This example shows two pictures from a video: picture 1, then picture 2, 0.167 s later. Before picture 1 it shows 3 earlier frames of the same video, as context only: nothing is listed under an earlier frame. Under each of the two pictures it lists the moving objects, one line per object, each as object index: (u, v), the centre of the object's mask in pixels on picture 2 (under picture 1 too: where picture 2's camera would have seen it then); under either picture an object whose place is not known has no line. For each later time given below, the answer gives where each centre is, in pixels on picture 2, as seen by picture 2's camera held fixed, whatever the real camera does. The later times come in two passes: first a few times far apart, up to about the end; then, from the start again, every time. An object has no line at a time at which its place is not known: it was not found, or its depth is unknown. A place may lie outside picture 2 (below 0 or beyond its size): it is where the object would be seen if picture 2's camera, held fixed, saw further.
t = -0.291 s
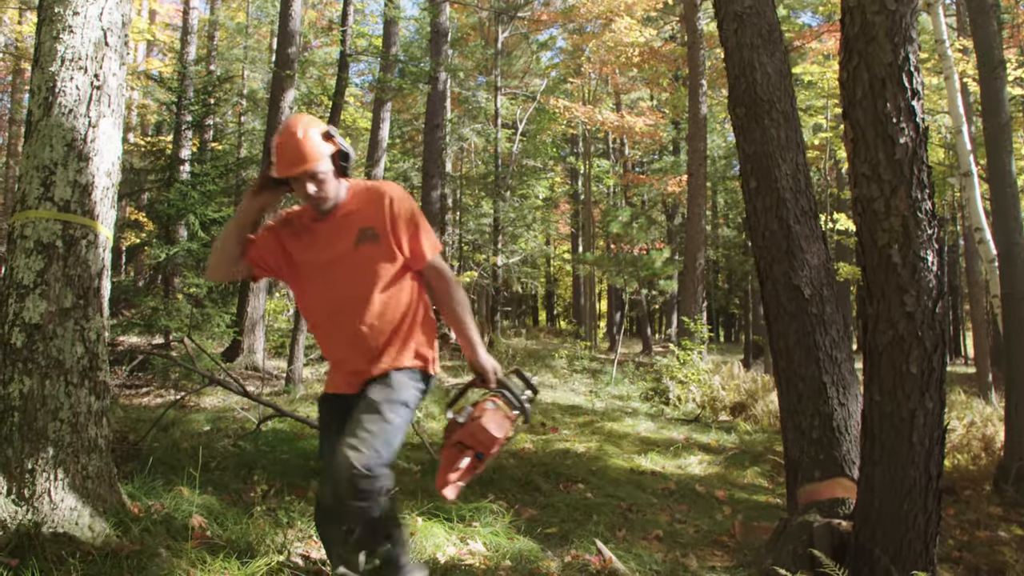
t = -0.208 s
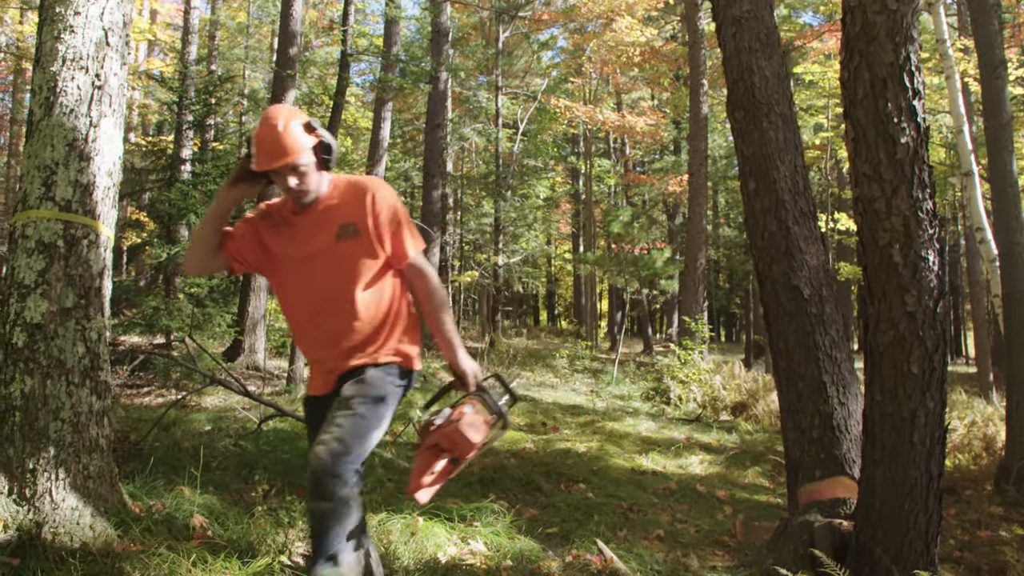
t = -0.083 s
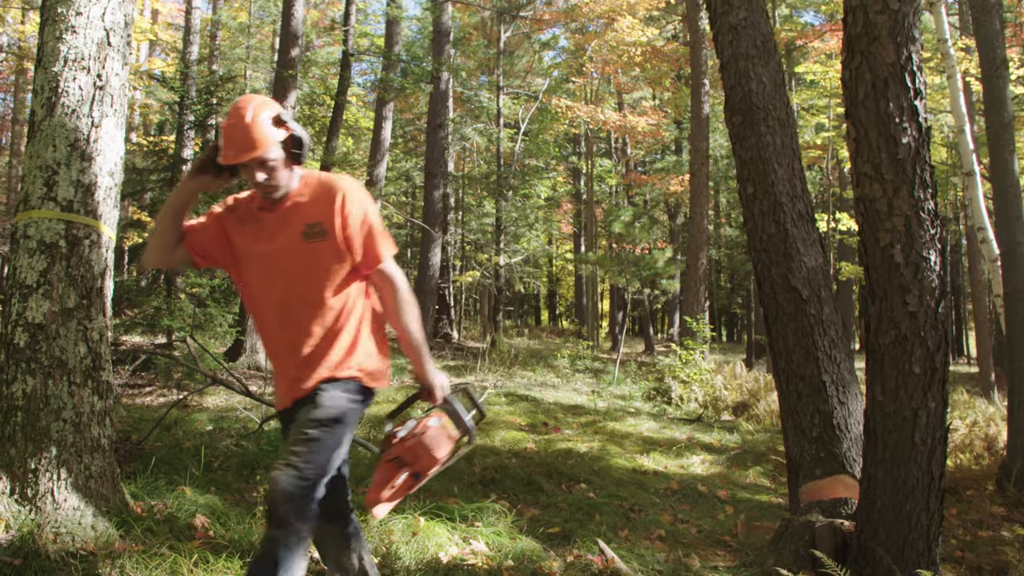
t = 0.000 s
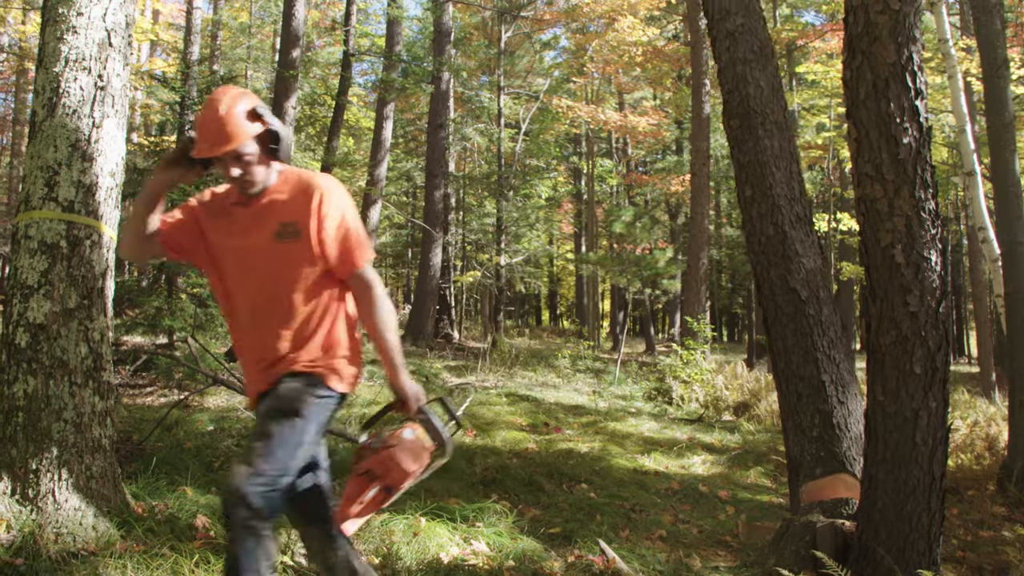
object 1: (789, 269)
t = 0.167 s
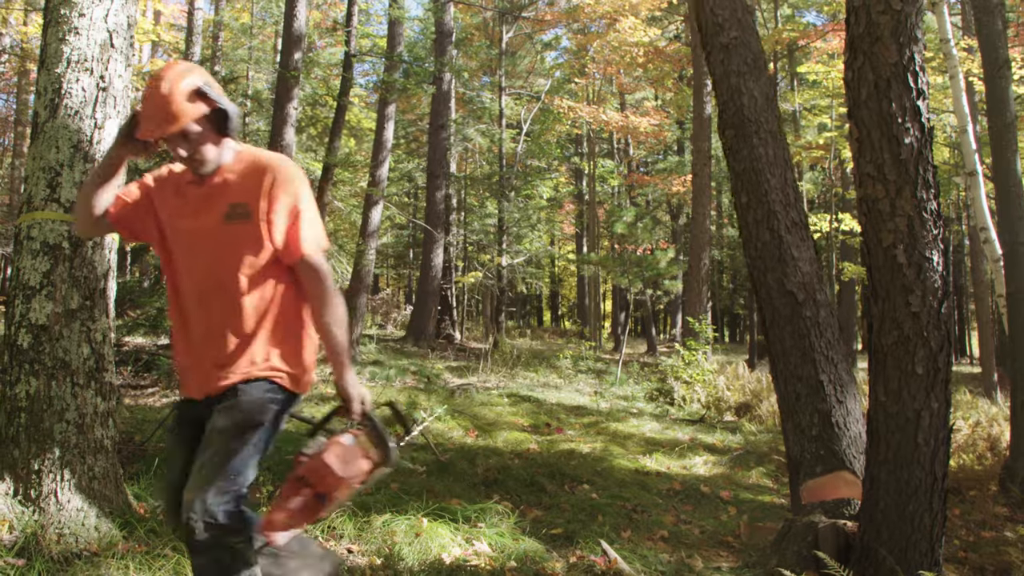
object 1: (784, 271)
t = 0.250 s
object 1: (782, 273)
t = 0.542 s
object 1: (771, 276)
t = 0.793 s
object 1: (762, 277)
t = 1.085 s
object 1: (748, 291)
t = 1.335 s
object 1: (734, 294)
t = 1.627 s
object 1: (717, 298)
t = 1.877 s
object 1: (713, 330)
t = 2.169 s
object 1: (705, 379)
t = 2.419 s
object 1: (706, 430)
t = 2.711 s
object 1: (693, 451)
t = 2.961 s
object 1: (692, 451)
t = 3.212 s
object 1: (694, 451)
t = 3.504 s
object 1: (697, 453)
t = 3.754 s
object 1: (697, 453)
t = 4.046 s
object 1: (697, 453)
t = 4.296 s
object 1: (697, 452)
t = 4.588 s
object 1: (696, 452)
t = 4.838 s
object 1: (696, 452)
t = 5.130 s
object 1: (695, 451)
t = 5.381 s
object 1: (691, 450)
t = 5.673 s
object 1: (692, 450)
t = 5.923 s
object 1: (691, 449)
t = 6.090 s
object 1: (690, 449)
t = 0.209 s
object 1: (783, 272)
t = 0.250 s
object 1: (782, 273)
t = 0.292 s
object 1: (780, 273)
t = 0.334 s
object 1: (779, 273)
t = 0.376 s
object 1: (778, 274)
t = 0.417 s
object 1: (776, 275)
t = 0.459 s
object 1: (774, 275)
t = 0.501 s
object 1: (773, 275)
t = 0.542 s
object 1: (771, 276)
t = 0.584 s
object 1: (770, 277)
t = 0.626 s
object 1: (769, 277)
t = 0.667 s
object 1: (768, 278)
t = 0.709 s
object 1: (766, 278)
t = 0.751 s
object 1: (764, 278)
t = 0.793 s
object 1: (762, 277)
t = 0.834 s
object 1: (760, 277)
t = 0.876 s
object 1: (757, 276)
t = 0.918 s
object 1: (756, 280)
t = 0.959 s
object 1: (753, 281)
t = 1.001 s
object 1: (752, 287)
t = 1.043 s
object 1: (750, 289)
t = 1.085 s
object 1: (748, 291)
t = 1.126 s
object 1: (746, 291)
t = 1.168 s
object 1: (744, 292)
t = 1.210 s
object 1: (742, 292)
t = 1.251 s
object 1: (740, 294)
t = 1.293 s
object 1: (737, 294)
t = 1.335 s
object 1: (734, 294)
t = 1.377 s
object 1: (731, 295)
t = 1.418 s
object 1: (728, 295)
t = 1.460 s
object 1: (726, 296)
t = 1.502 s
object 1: (724, 296)
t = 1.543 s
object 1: (723, 298)
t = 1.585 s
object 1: (720, 298)
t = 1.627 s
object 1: (717, 298)
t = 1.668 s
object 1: (714, 299)
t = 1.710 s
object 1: (710, 300)
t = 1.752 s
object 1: (709, 305)
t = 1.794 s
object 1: (705, 304)
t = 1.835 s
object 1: (708, 316)
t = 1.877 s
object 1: (713, 330)
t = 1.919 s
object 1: (715, 339)
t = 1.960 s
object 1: (708, 338)
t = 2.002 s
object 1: (710, 350)
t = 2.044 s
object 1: (709, 357)
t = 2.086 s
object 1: (708, 364)
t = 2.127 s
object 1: (712, 377)
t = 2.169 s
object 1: (705, 379)
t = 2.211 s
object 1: (712, 394)
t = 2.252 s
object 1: (703, 396)
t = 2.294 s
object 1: (708, 408)
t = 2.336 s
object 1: (706, 414)
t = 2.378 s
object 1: (707, 422)
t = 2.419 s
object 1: (706, 430)
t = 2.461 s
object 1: (709, 439)
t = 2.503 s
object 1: (707, 447)
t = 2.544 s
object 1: (703, 451)
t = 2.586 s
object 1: (692, 450)
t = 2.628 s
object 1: (693, 451)
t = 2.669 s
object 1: (696, 452)
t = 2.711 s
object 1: (693, 451)
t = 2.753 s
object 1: (694, 452)
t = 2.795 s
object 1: (692, 451)
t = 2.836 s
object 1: (689, 449)
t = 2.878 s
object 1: (690, 450)
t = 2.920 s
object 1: (691, 450)
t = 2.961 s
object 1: (692, 451)
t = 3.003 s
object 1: (693, 451)
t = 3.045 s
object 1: (691, 450)
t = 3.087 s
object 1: (691, 450)
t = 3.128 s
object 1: (692, 451)
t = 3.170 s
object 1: (694, 451)
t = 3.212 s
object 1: (694, 451)
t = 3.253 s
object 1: (695, 452)
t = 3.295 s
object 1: (696, 452)
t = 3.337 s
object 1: (698, 453)
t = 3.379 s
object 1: (697, 453)
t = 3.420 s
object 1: (697, 452)
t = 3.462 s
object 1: (697, 452)
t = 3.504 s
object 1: (697, 453)
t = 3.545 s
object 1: (697, 452)
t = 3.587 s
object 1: (696, 452)
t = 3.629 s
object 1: (697, 452)
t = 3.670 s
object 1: (697, 452)
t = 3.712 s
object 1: (697, 453)
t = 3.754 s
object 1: (697, 453)
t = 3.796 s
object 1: (698, 453)
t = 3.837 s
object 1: (698, 453)
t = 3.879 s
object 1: (699, 453)
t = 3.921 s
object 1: (699, 453)
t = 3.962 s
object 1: (698, 453)
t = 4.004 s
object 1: (699, 453)
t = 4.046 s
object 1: (697, 453)
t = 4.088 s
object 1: (698, 453)
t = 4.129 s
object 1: (699, 454)
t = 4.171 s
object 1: (698, 453)
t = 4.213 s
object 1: (697, 453)
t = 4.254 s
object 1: (697, 453)
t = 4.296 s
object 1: (697, 452)
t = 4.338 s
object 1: (696, 452)
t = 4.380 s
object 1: (697, 452)
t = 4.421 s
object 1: (697, 452)
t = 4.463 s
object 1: (697, 452)
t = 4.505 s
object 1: (697, 452)
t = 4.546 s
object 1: (696, 452)
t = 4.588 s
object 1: (696, 452)
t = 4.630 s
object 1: (696, 452)
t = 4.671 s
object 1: (696, 452)
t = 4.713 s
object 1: (696, 452)
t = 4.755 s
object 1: (697, 452)
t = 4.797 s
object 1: (697, 452)
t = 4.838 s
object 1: (696, 452)
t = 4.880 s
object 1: (696, 452)
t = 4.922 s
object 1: (696, 452)
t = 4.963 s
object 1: (695, 452)
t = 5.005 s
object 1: (695, 452)
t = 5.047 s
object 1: (695, 451)
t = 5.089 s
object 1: (695, 451)
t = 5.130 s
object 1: (695, 451)
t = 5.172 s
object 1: (694, 451)
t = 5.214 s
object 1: (693, 451)
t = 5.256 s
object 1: (693, 451)
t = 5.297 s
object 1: (693, 451)
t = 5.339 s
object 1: (693, 450)
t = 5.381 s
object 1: (691, 450)
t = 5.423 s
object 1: (692, 450)
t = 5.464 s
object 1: (692, 450)
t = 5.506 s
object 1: (692, 450)
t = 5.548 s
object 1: (693, 450)
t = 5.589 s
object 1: (692, 450)
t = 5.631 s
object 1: (692, 450)
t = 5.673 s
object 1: (692, 450)
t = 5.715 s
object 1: (692, 450)
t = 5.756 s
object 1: (692, 450)
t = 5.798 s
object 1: (692, 450)
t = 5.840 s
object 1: (691, 449)
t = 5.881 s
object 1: (690, 449)
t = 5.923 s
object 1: (691, 449)
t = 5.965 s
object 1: (690, 449)
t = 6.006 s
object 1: (690, 449)
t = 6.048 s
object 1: (690, 449)
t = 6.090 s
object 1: (690, 449)
